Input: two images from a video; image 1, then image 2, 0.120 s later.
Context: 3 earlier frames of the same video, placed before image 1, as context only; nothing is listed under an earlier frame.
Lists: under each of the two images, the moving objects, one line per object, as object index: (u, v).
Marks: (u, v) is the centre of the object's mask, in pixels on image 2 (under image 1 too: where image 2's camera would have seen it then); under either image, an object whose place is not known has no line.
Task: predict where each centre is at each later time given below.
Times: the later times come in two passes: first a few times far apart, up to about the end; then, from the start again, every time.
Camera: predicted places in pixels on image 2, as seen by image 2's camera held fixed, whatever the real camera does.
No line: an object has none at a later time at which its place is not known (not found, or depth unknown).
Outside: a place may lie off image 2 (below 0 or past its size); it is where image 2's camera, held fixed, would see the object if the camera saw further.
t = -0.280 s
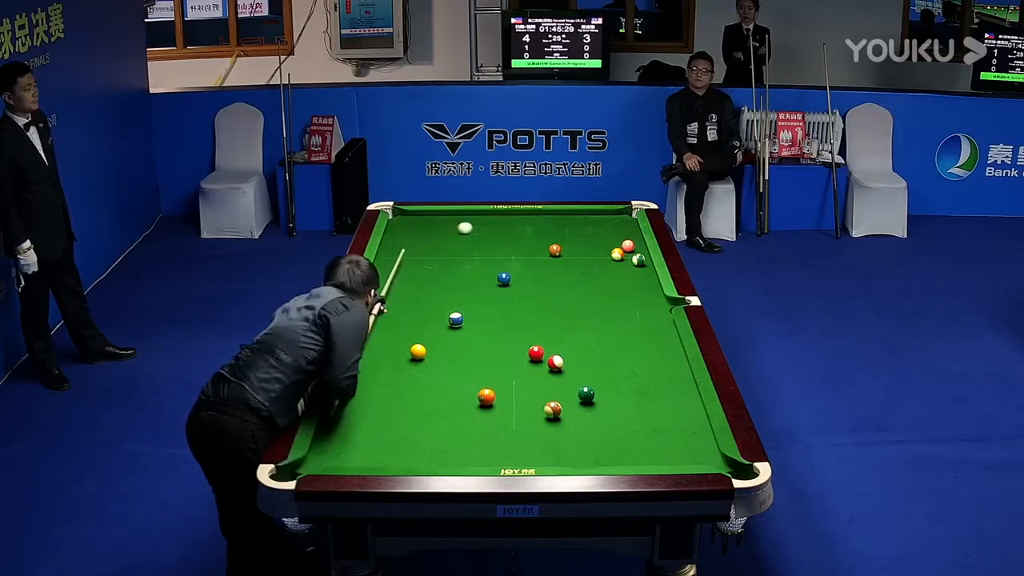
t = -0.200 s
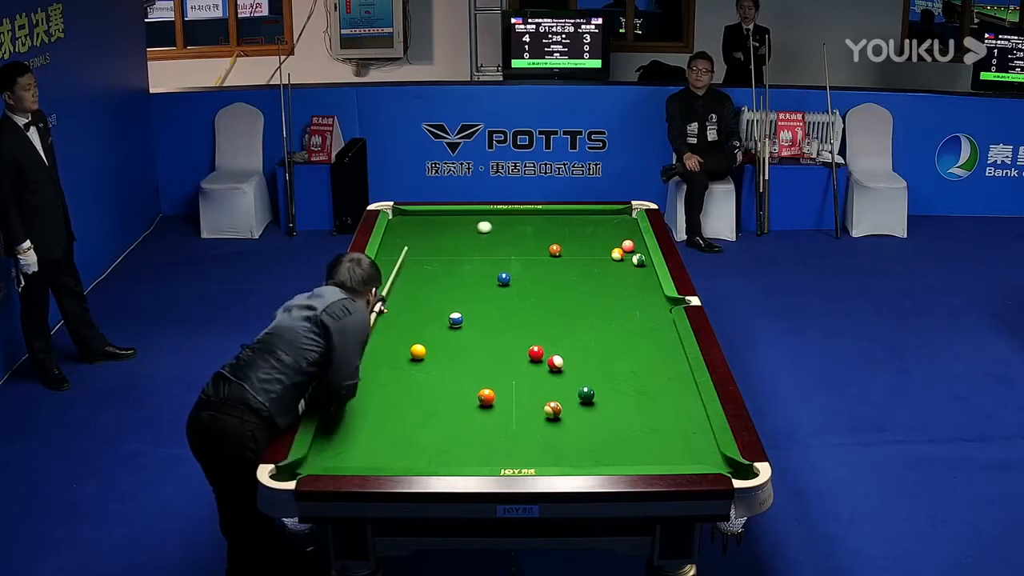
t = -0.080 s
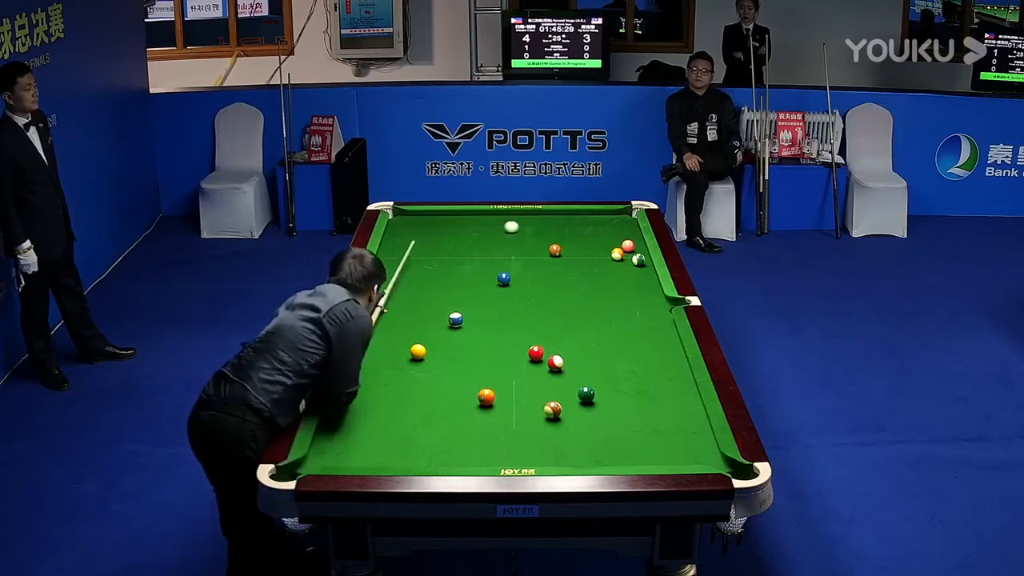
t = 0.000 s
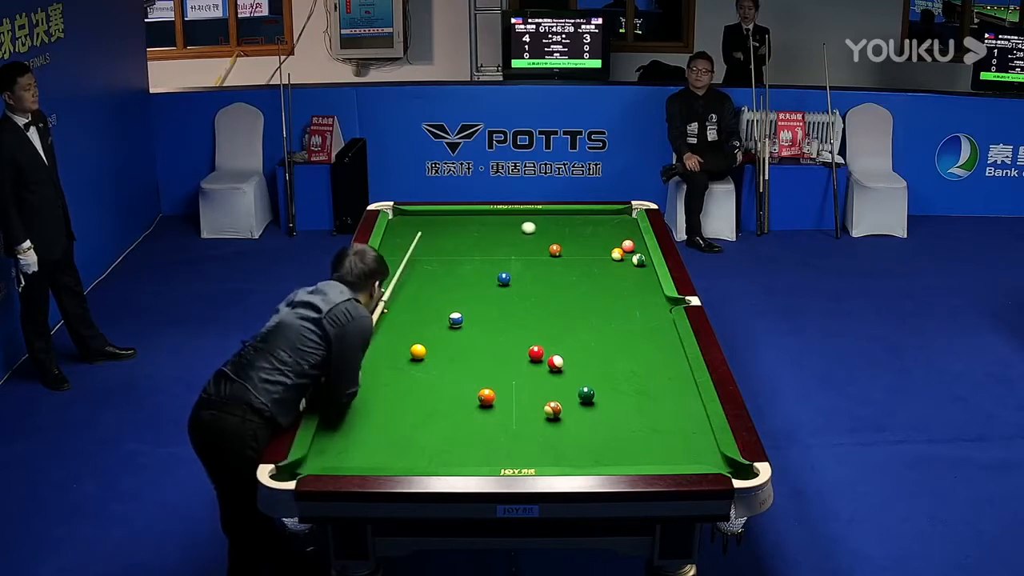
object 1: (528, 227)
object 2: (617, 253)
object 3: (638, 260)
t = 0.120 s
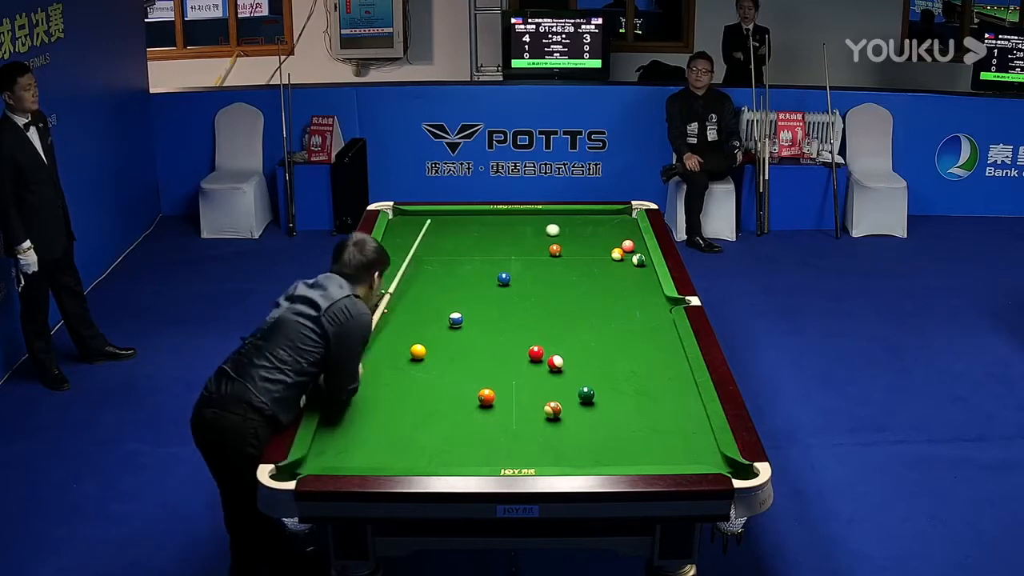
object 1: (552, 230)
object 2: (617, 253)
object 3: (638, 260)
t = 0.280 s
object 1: (583, 235)
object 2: (617, 253)
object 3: (638, 260)
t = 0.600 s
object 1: (617, 245)
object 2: (617, 255)
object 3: (638, 260)
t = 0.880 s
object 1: (607, 248)
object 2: (616, 254)
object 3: (639, 260)
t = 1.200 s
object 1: (594, 251)
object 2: (610, 254)
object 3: (645, 263)
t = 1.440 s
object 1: (585, 252)
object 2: (606, 254)
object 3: (645, 265)
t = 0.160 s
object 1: (560, 231)
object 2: (617, 253)
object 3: (638, 260)
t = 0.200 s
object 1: (568, 232)
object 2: (617, 253)
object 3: (638, 260)
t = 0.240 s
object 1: (575, 233)
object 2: (617, 253)
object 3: (638, 260)
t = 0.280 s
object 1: (583, 235)
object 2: (617, 253)
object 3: (638, 260)
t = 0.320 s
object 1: (590, 237)
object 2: (617, 253)
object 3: (638, 260)
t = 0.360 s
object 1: (597, 238)
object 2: (617, 253)
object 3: (638, 260)
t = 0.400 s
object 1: (604, 240)
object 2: (617, 253)
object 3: (638, 260)
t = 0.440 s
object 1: (612, 242)
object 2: (617, 254)
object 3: (638, 260)
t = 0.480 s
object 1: (616, 243)
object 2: (617, 254)
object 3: (638, 260)
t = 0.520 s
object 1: (616, 244)
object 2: (617, 254)
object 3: (638, 260)
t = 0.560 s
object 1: (616, 244)
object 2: (617, 254)
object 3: (638, 260)
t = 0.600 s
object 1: (617, 245)
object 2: (617, 255)
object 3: (638, 260)
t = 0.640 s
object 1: (618, 245)
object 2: (617, 255)
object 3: (638, 260)
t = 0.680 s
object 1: (616, 245)
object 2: (617, 254)
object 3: (639, 260)
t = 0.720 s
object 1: (614, 246)
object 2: (617, 254)
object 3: (639, 260)
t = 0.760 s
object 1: (612, 246)
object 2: (618, 255)
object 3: (639, 260)
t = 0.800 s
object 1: (610, 247)
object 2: (617, 254)
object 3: (639, 260)
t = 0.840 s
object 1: (609, 247)
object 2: (617, 254)
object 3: (639, 260)
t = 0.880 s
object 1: (607, 248)
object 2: (616, 254)
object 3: (639, 260)
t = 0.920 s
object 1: (605, 248)
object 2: (615, 254)
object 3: (639, 260)
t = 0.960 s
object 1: (604, 249)
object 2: (615, 254)
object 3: (640, 260)
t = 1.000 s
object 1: (602, 249)
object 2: (614, 255)
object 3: (641, 261)
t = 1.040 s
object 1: (601, 250)
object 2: (613, 254)
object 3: (642, 262)
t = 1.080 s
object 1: (599, 250)
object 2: (612, 254)
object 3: (642, 262)
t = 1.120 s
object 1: (597, 250)
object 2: (611, 254)
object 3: (643, 262)
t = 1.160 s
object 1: (596, 250)
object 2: (610, 254)
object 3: (644, 263)
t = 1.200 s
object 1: (594, 251)
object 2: (610, 254)
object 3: (645, 263)
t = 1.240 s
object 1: (593, 251)
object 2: (609, 254)
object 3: (646, 263)
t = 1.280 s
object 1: (591, 251)
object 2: (608, 254)
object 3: (646, 264)
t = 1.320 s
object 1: (590, 252)
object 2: (608, 254)
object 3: (646, 264)
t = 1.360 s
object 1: (588, 252)
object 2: (607, 254)
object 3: (646, 264)
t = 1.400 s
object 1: (587, 252)
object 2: (607, 254)
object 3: (646, 264)
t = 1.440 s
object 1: (585, 252)
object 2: (606, 254)
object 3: (645, 265)
